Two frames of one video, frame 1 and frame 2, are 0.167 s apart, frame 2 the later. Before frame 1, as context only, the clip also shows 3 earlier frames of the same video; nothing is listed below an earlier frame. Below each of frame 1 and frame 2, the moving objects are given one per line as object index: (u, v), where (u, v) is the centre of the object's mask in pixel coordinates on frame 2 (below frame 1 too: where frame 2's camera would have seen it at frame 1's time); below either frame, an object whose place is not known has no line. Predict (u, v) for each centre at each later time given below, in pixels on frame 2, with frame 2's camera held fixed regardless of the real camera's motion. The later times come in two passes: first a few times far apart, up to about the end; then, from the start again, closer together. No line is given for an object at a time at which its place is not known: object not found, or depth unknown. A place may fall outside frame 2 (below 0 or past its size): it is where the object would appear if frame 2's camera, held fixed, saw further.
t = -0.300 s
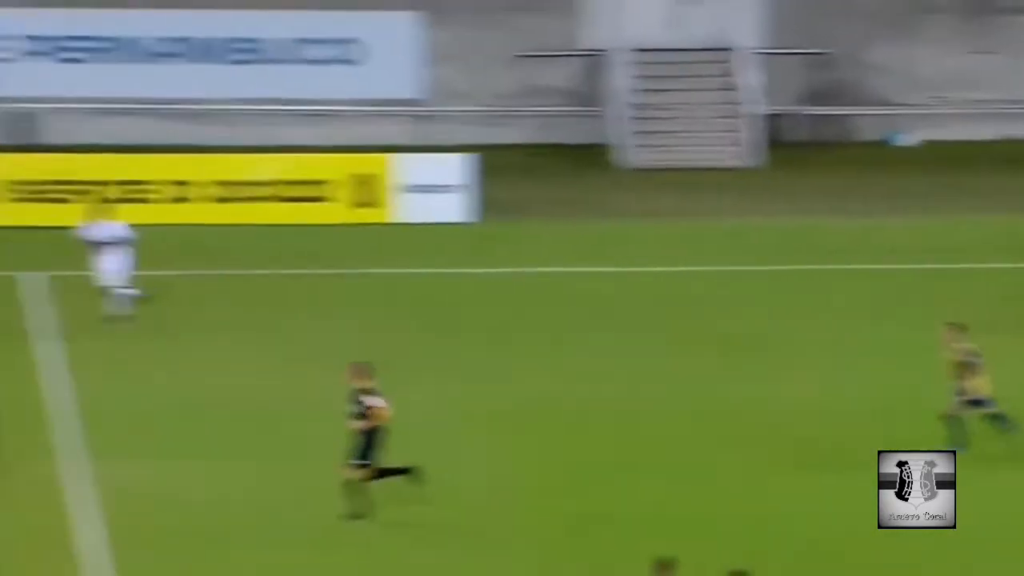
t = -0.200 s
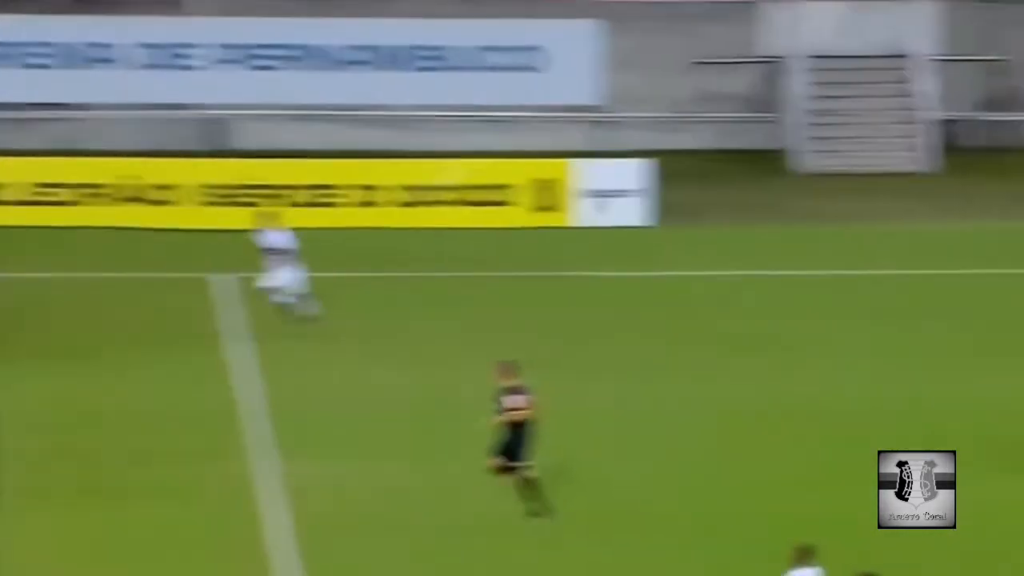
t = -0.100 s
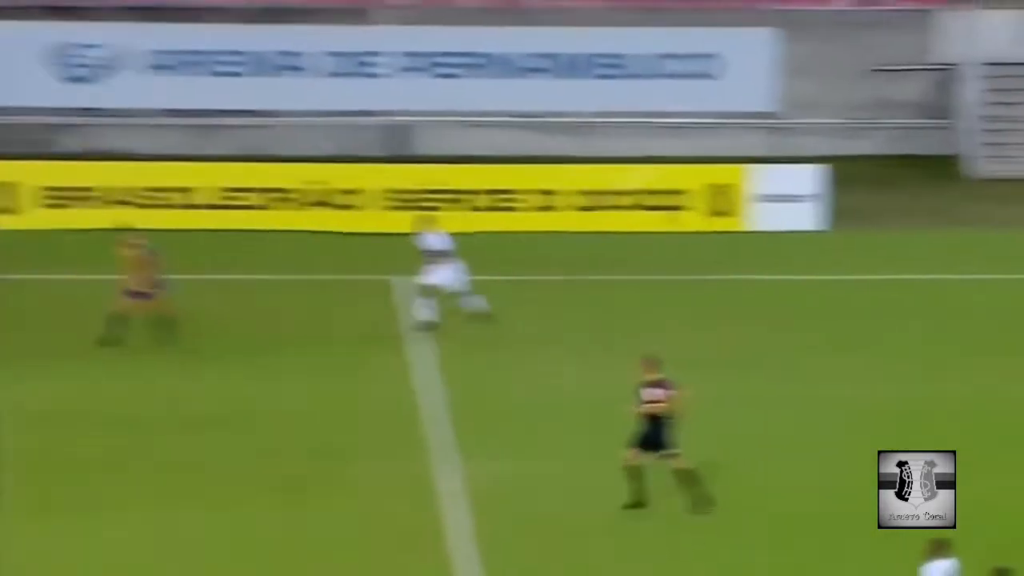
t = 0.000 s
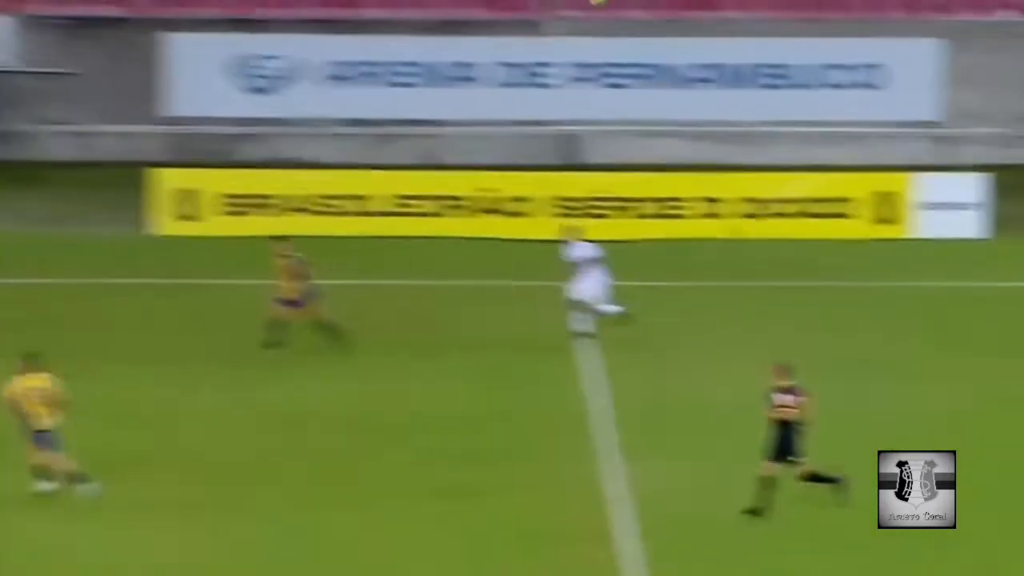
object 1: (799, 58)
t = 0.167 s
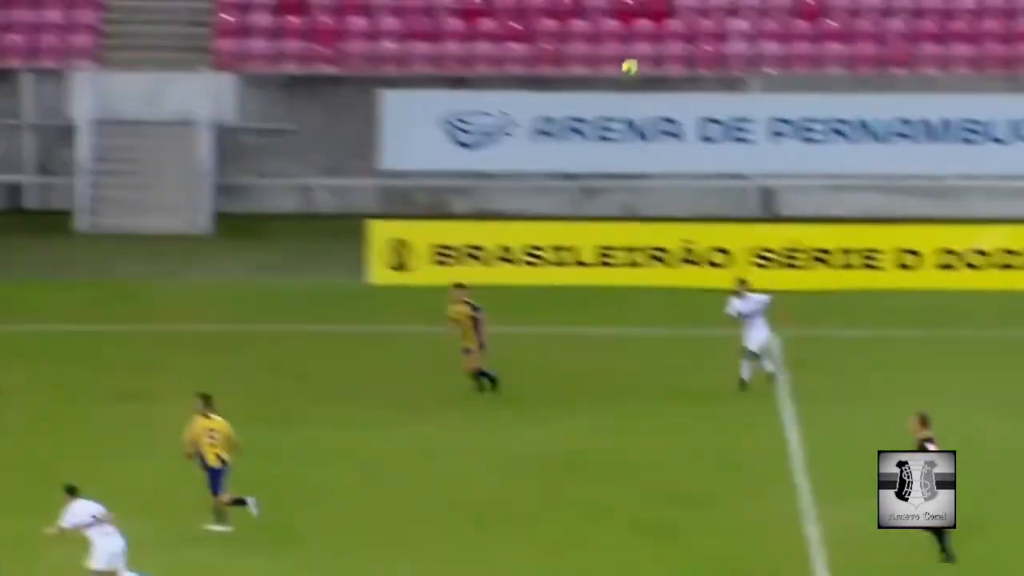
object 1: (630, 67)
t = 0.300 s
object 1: (500, 89)
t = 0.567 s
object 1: (246, 157)
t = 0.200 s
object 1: (597, 72)
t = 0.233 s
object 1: (564, 79)
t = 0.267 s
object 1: (532, 83)
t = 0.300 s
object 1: (500, 89)
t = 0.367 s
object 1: (436, 103)
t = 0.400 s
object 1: (404, 112)
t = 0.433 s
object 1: (372, 119)
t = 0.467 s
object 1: (341, 128)
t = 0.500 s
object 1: (309, 138)
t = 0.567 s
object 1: (246, 157)
